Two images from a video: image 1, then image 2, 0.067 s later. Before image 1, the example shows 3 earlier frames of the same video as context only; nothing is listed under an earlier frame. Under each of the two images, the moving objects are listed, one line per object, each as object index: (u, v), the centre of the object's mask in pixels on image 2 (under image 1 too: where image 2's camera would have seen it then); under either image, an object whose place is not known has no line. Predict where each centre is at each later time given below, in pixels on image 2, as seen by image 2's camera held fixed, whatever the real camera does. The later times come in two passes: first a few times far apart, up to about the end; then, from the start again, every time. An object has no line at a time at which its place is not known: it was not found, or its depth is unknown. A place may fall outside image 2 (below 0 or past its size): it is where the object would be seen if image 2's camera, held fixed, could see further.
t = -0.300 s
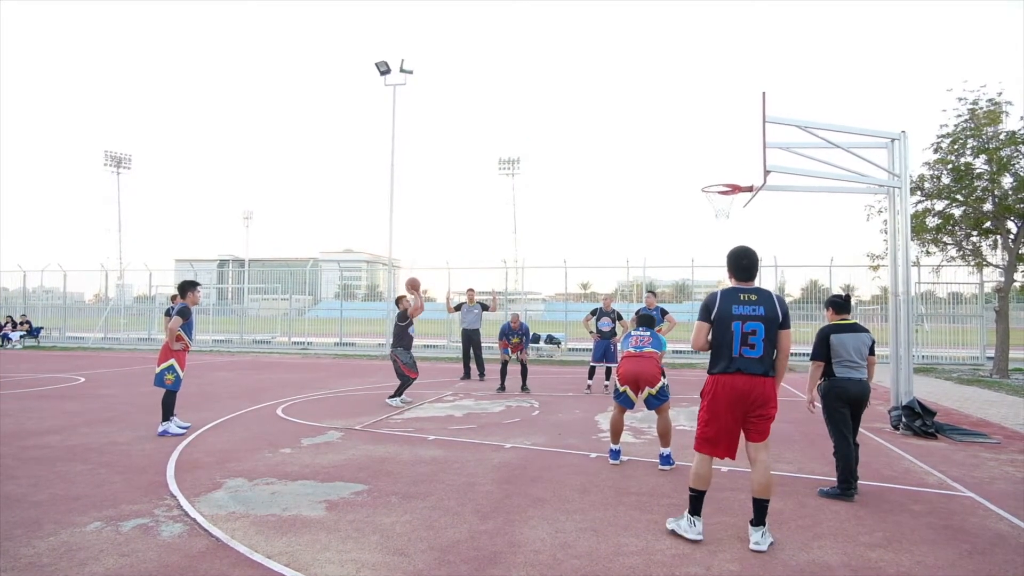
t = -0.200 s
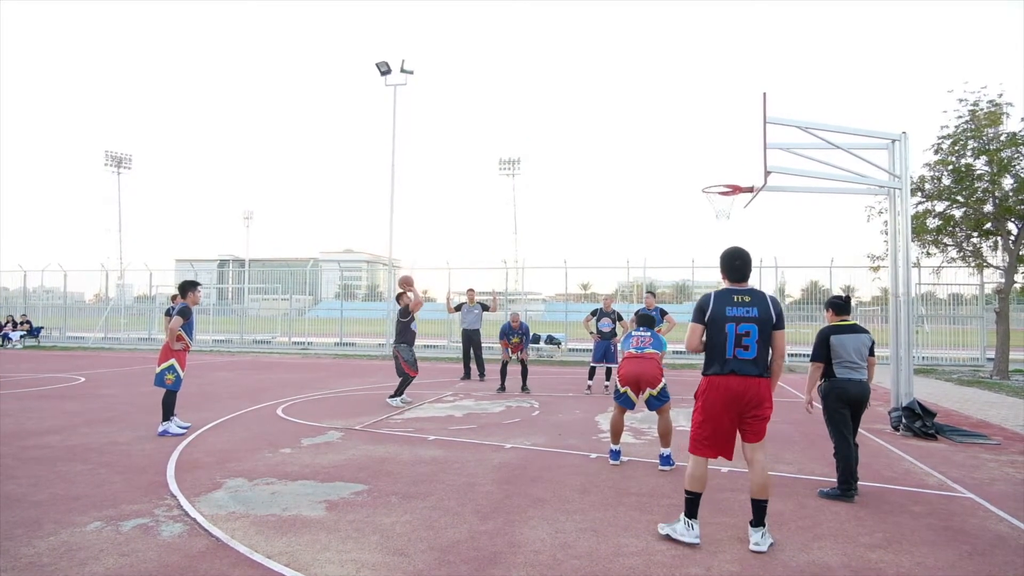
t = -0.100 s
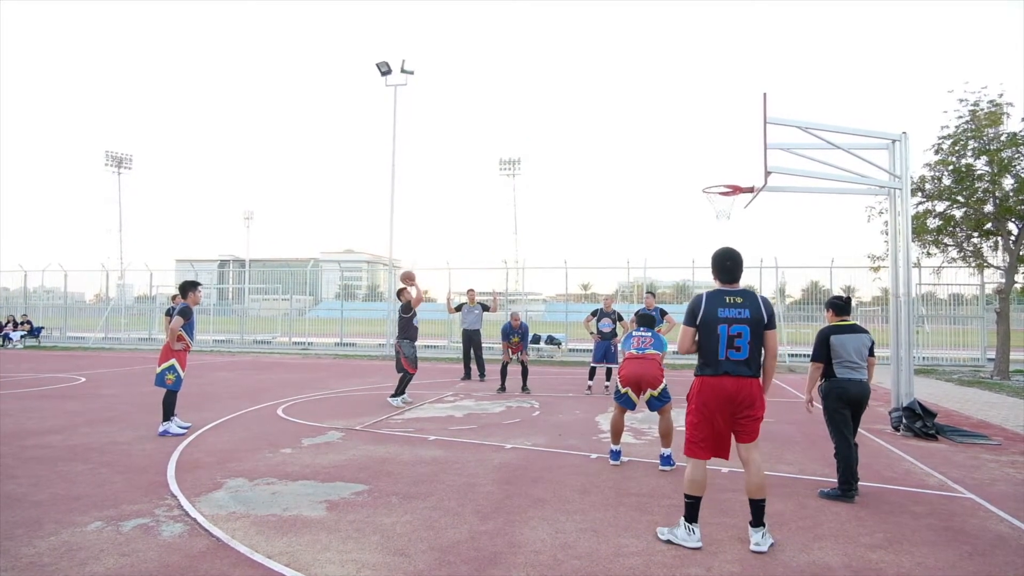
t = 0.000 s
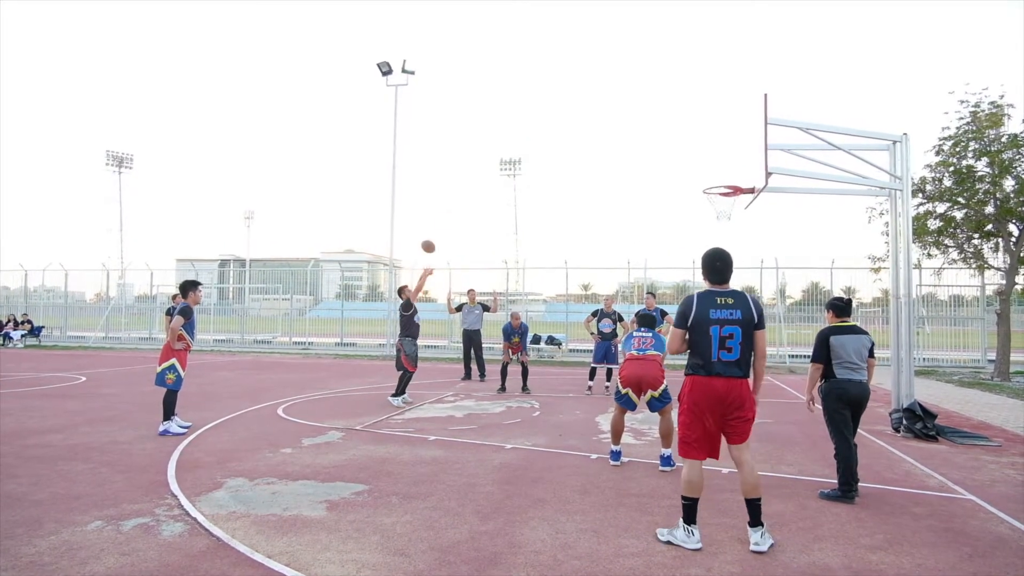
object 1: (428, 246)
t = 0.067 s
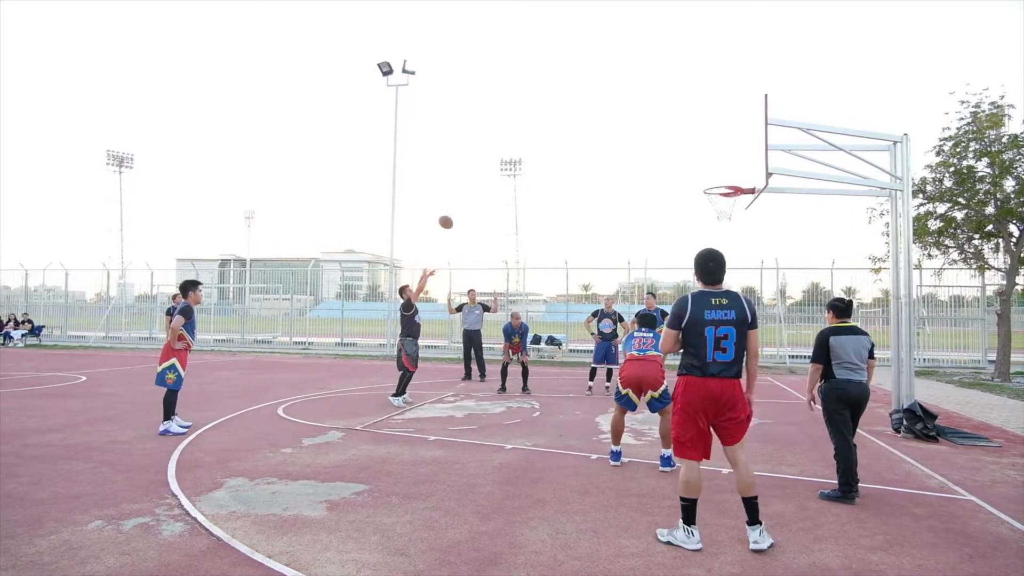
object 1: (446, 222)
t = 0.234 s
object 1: (489, 173)
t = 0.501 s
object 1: (560, 131)
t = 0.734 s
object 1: (624, 133)
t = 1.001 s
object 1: (699, 184)
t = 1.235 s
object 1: (678, 164)
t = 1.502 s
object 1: (652, 184)
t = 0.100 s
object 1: (454, 211)
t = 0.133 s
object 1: (463, 200)
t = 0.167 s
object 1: (472, 190)
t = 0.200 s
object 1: (481, 181)
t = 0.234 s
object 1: (489, 173)
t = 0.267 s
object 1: (498, 165)
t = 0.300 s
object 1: (507, 158)
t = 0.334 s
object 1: (516, 152)
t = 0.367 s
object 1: (525, 146)
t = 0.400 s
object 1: (533, 141)
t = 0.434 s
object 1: (542, 137)
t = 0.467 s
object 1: (551, 133)
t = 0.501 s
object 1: (560, 131)
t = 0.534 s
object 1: (569, 129)
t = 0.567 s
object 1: (578, 127)
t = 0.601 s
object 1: (587, 127)
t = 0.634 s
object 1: (596, 127)
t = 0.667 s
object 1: (605, 128)
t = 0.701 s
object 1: (615, 130)
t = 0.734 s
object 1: (624, 133)
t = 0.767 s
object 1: (633, 136)
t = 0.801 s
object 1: (642, 141)
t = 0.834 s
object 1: (652, 146)
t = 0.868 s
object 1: (661, 152)
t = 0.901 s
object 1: (671, 159)
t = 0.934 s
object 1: (680, 166)
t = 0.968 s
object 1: (690, 175)
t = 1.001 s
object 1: (699, 184)
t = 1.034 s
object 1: (698, 182)
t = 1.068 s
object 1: (695, 177)
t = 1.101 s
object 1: (691, 172)
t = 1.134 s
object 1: (688, 169)
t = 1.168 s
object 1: (685, 166)
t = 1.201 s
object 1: (681, 165)
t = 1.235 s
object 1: (678, 164)
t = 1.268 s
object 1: (675, 164)
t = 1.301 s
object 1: (671, 164)
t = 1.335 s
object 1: (668, 166)
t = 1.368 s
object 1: (665, 168)
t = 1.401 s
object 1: (662, 171)
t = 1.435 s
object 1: (659, 174)
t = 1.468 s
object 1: (655, 179)
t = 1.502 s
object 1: (652, 184)
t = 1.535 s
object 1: (649, 190)
